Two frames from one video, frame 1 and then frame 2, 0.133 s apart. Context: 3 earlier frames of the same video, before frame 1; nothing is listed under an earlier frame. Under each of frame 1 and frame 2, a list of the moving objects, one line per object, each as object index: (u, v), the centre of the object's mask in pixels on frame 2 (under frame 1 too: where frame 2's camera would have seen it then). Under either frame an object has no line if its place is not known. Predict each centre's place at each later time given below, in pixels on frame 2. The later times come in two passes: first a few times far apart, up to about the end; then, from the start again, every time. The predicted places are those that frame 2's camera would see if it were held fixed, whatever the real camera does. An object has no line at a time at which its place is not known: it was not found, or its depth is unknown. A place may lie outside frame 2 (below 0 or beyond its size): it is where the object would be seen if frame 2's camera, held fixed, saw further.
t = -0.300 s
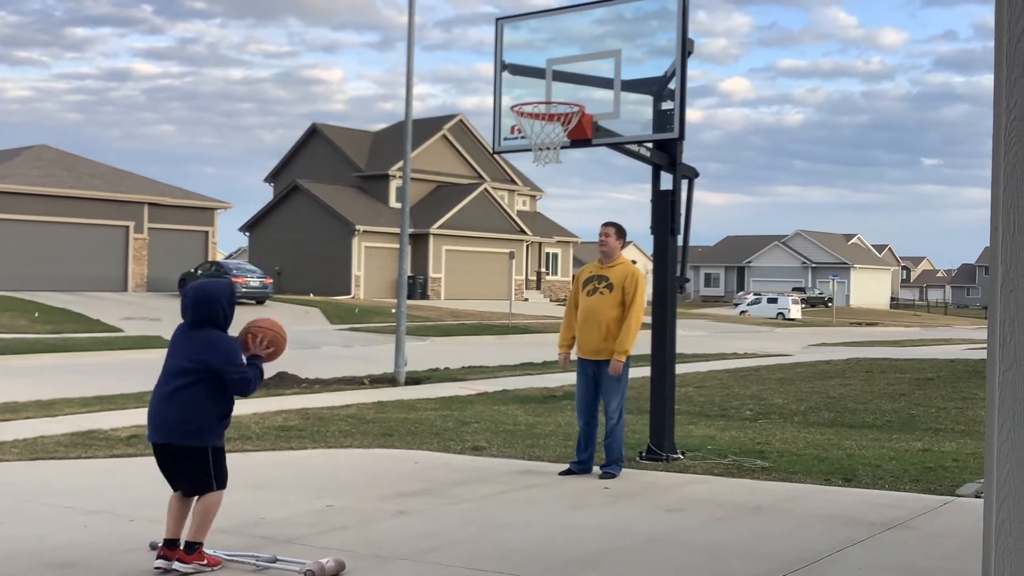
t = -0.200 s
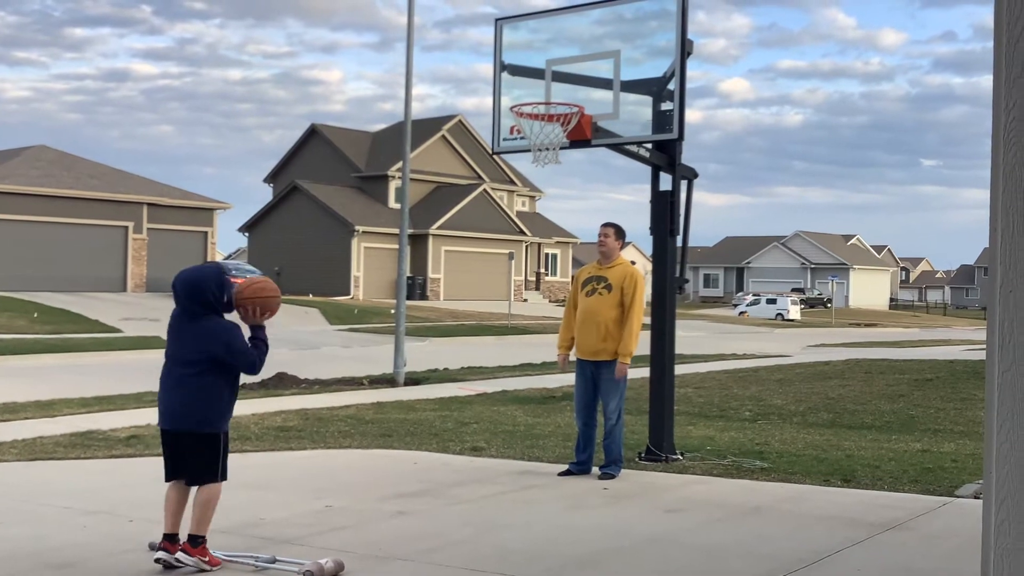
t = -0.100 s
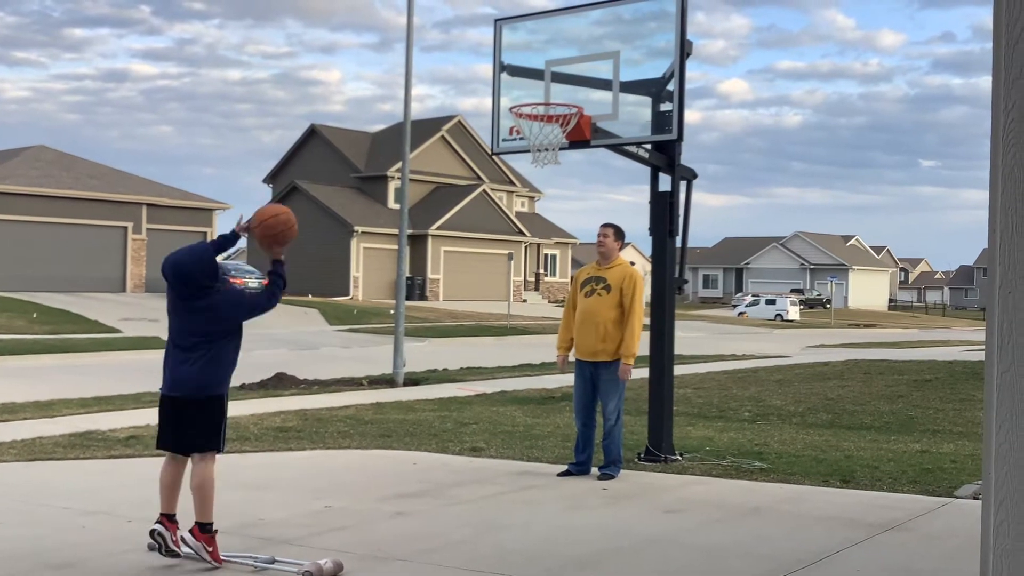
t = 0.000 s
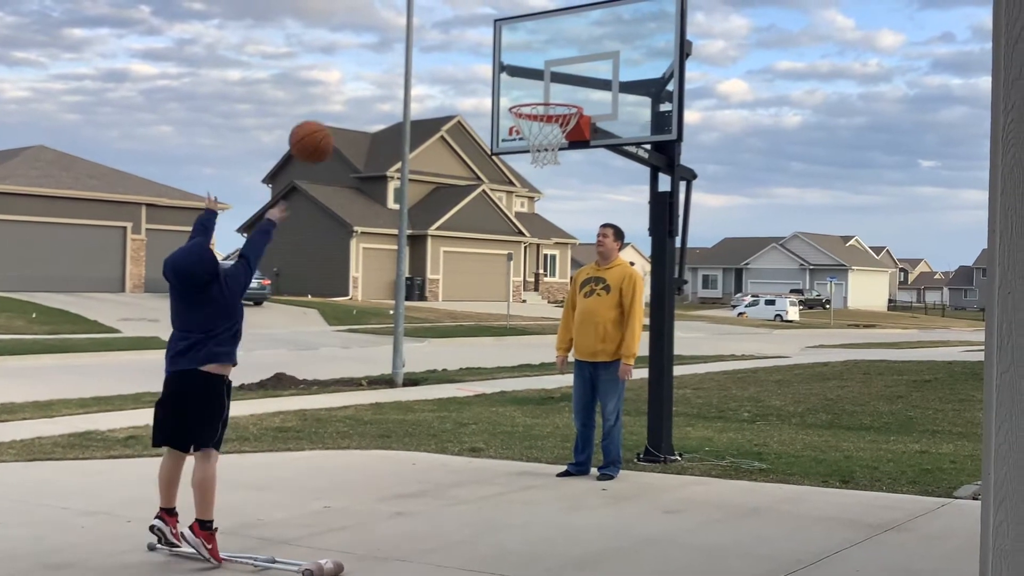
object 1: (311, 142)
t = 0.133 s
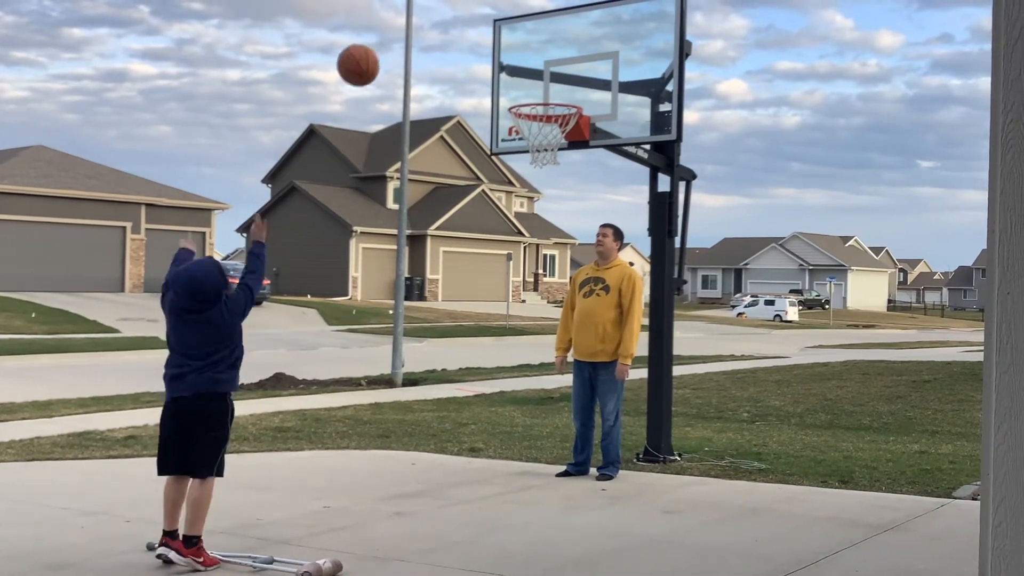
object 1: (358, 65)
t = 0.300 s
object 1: (410, 21)
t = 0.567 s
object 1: (479, 52)
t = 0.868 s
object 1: (472, 76)
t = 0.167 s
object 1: (369, 52)
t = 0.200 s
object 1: (380, 41)
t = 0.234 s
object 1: (390, 32)
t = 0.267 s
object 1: (400, 26)
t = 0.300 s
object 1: (410, 21)
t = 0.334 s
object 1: (420, 19)
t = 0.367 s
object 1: (429, 18)
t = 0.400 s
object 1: (438, 19)
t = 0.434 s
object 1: (447, 23)
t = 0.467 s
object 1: (455, 28)
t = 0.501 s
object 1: (463, 34)
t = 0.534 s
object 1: (472, 42)
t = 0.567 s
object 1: (479, 52)
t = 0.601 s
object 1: (487, 64)
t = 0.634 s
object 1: (495, 77)
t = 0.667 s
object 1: (502, 90)
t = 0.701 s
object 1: (499, 88)
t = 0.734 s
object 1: (494, 82)
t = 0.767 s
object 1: (488, 78)
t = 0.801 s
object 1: (483, 76)
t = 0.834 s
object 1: (478, 75)
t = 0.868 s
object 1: (472, 76)
